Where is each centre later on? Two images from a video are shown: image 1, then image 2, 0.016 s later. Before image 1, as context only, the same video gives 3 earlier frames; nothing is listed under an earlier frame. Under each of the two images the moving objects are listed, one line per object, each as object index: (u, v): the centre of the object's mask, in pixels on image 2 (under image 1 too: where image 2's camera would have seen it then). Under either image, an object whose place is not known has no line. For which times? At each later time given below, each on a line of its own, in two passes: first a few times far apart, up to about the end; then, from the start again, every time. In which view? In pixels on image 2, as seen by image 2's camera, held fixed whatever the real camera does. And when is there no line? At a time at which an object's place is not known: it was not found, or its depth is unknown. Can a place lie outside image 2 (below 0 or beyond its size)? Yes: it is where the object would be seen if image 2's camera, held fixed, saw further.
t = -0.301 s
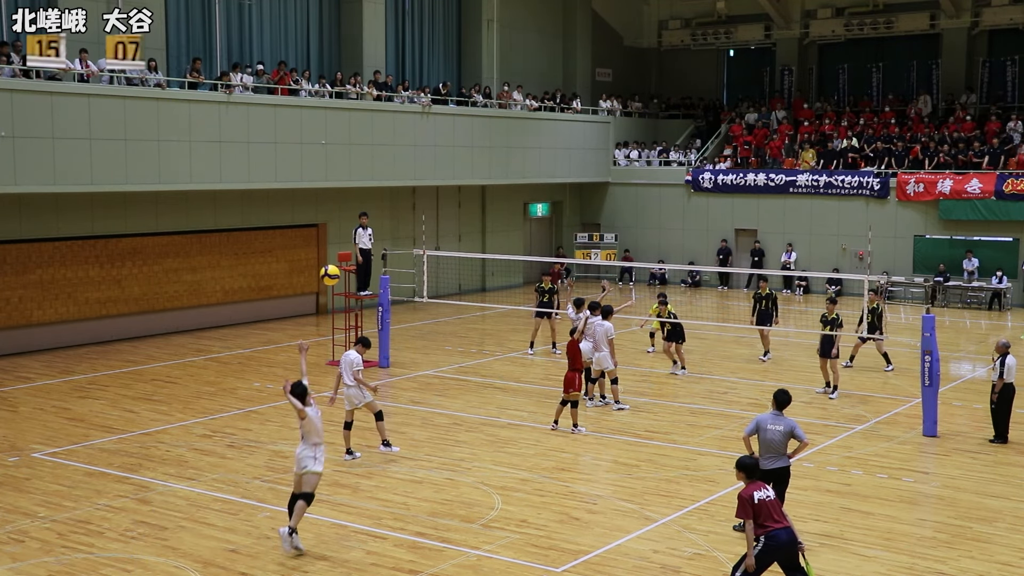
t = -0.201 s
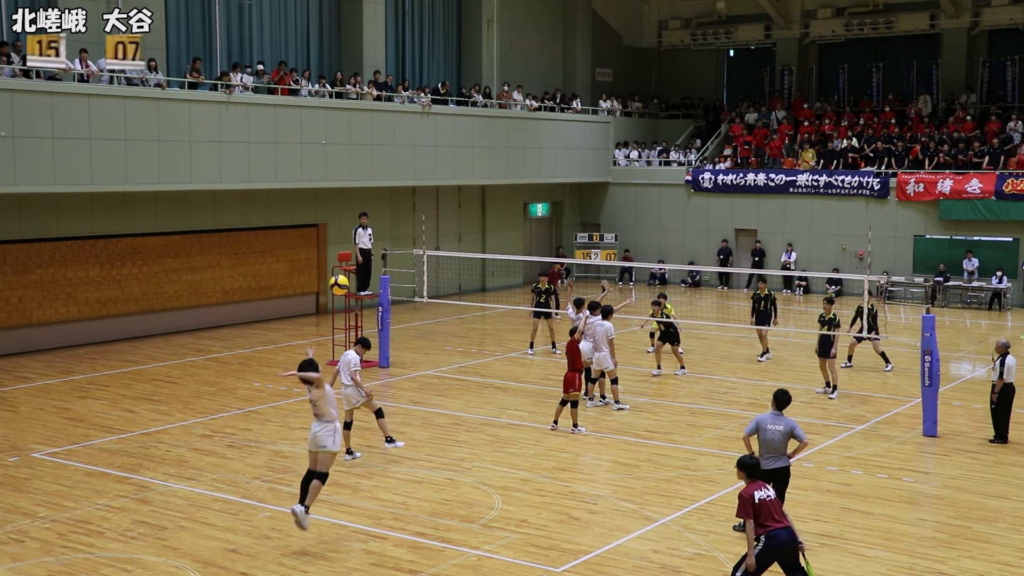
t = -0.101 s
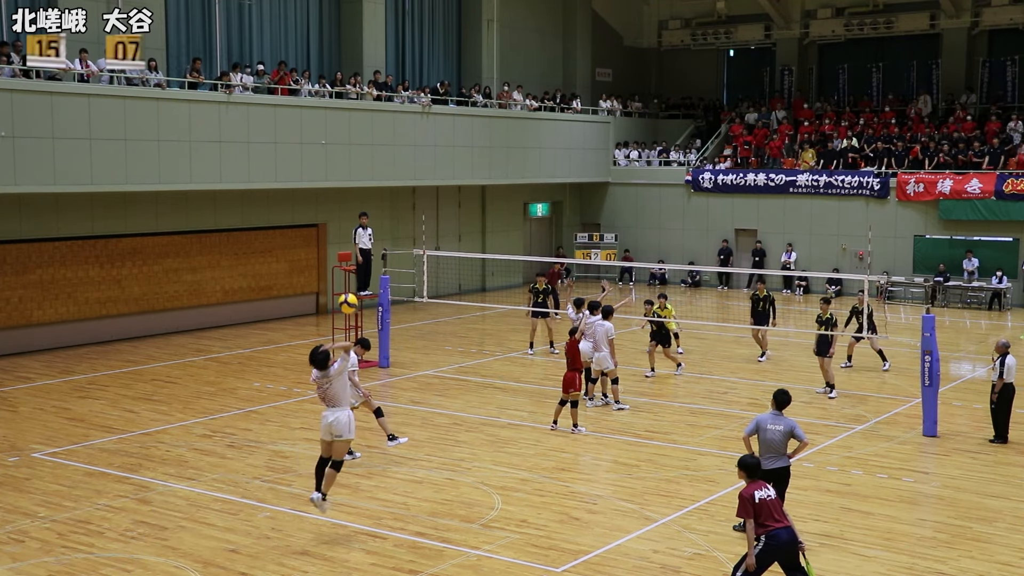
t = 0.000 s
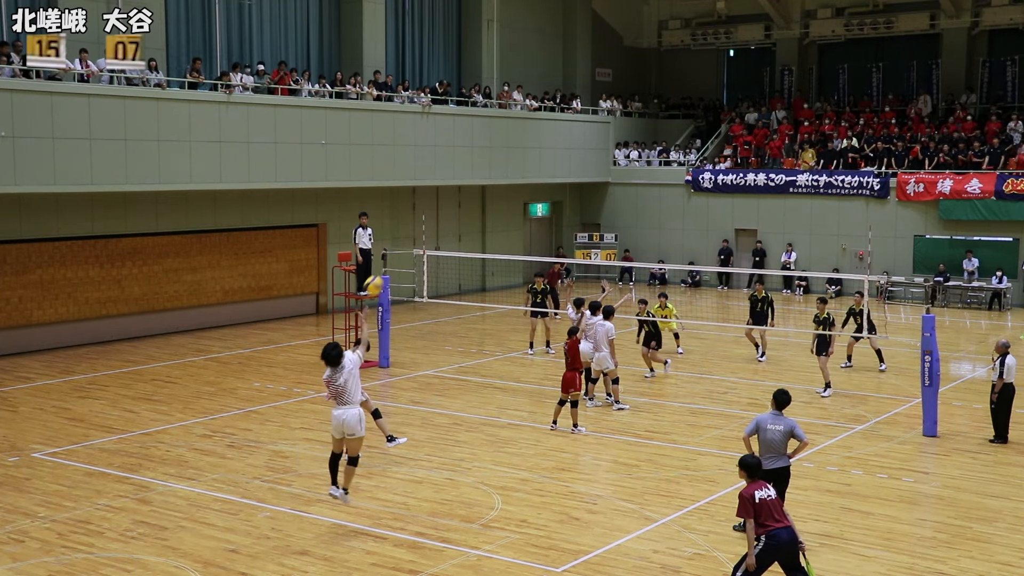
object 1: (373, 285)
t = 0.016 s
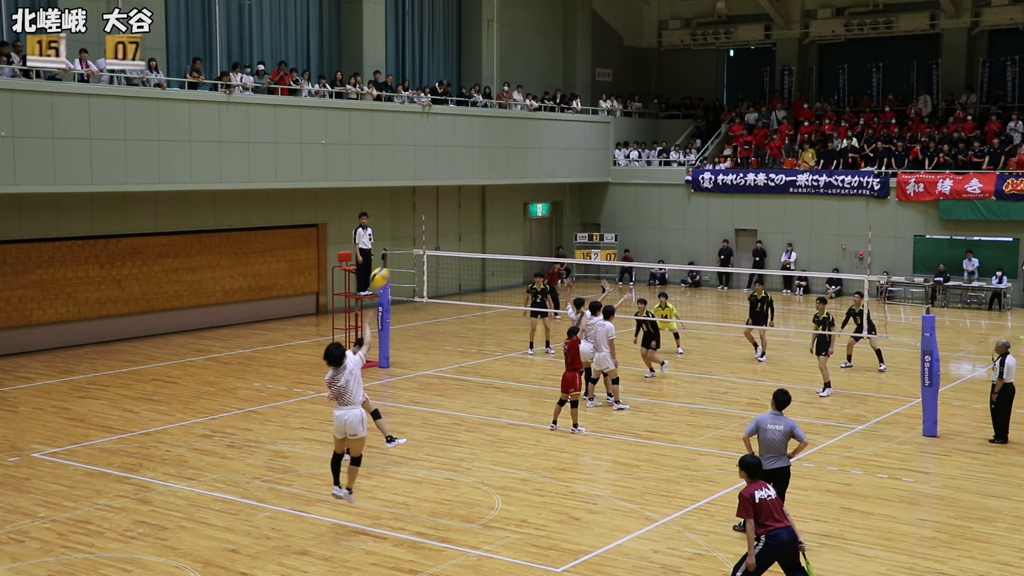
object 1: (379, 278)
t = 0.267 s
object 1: (459, 195)
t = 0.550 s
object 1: (513, 173)
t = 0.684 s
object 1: (532, 180)
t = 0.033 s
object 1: (386, 269)
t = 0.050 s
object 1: (392, 262)
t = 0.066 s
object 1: (398, 254)
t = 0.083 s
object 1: (404, 247)
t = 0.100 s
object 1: (409, 241)
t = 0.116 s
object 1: (415, 236)
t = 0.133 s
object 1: (420, 230)
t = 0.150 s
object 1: (425, 225)
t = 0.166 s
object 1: (431, 220)
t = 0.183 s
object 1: (435, 215)
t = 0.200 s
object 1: (440, 211)
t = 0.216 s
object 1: (445, 206)
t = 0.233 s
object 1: (450, 202)
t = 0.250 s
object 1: (454, 199)
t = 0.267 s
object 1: (459, 195)
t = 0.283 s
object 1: (463, 192)
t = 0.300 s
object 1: (467, 189)
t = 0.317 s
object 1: (471, 186)
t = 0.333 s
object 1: (474, 184)
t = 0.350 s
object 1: (478, 182)
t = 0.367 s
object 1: (481, 180)
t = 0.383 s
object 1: (484, 179)
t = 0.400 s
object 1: (488, 177)
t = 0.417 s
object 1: (491, 176)
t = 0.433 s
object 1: (494, 175)
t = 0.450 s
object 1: (497, 174)
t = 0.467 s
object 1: (500, 173)
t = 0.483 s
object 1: (503, 173)
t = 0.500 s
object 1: (505, 172)
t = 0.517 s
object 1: (508, 172)
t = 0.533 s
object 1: (511, 172)
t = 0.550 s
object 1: (513, 173)
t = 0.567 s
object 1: (516, 173)
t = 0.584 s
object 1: (518, 174)
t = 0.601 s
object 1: (521, 174)
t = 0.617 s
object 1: (523, 175)
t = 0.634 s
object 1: (526, 176)
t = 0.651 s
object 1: (528, 177)
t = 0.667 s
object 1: (530, 179)
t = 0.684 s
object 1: (532, 180)
